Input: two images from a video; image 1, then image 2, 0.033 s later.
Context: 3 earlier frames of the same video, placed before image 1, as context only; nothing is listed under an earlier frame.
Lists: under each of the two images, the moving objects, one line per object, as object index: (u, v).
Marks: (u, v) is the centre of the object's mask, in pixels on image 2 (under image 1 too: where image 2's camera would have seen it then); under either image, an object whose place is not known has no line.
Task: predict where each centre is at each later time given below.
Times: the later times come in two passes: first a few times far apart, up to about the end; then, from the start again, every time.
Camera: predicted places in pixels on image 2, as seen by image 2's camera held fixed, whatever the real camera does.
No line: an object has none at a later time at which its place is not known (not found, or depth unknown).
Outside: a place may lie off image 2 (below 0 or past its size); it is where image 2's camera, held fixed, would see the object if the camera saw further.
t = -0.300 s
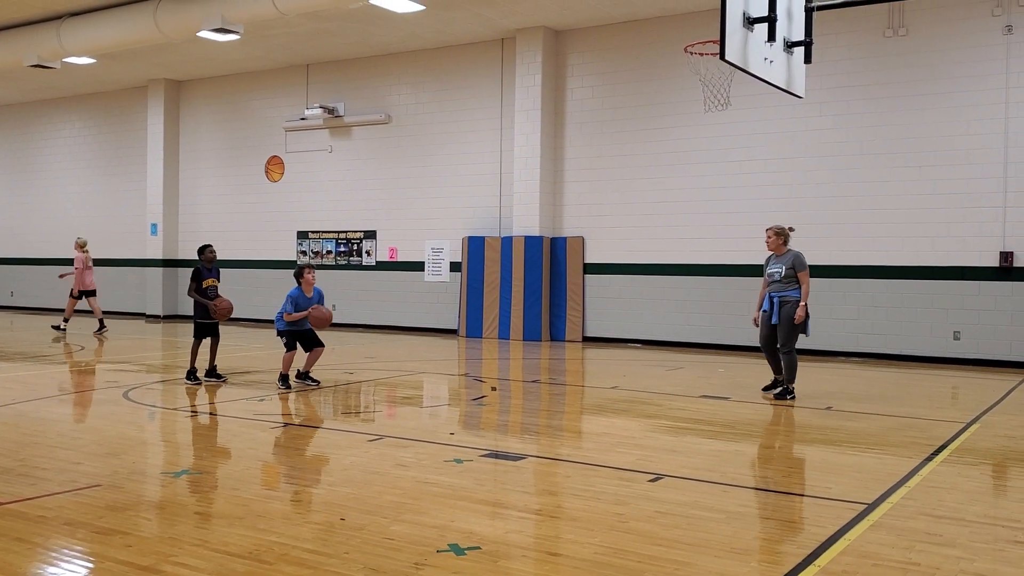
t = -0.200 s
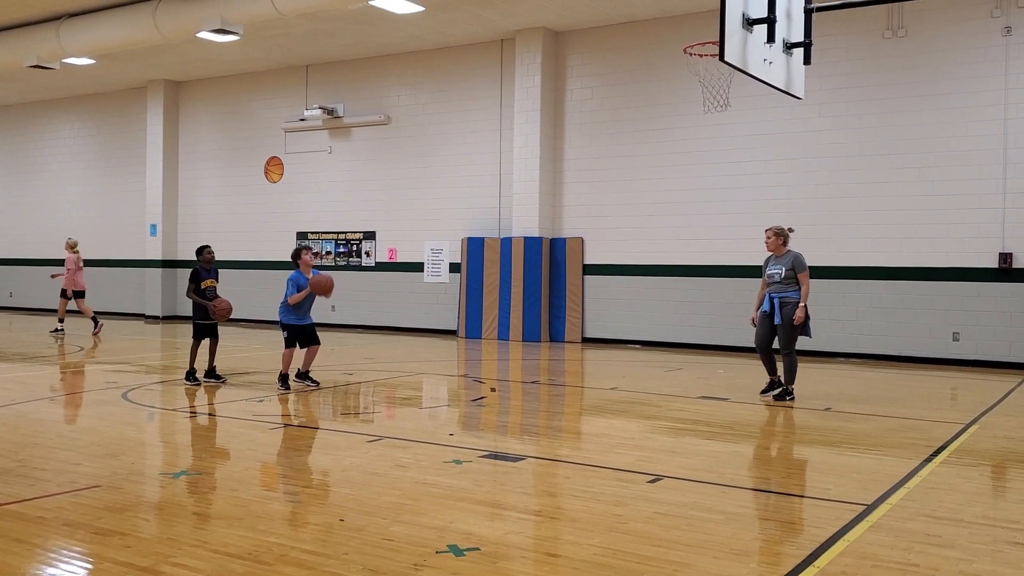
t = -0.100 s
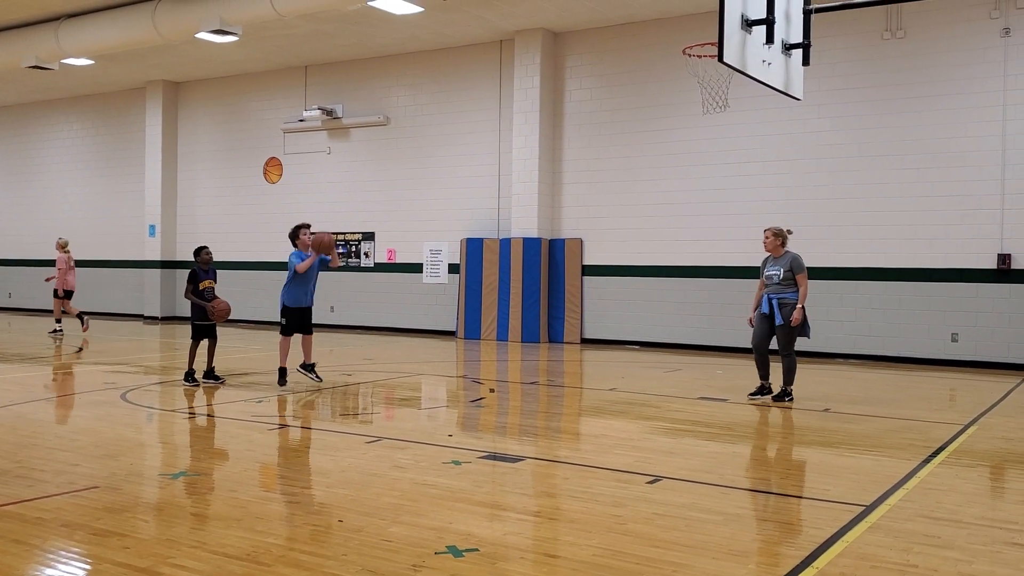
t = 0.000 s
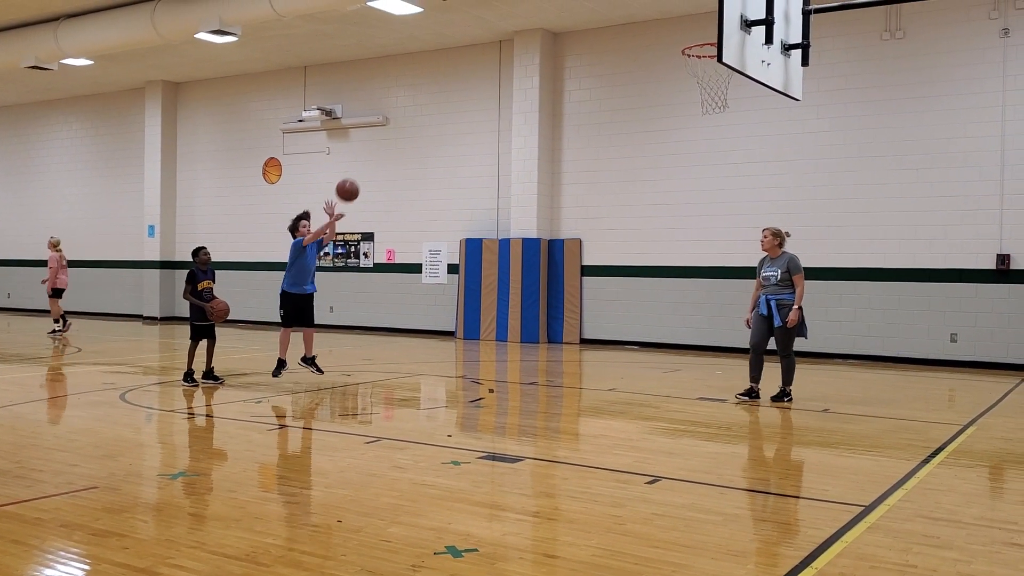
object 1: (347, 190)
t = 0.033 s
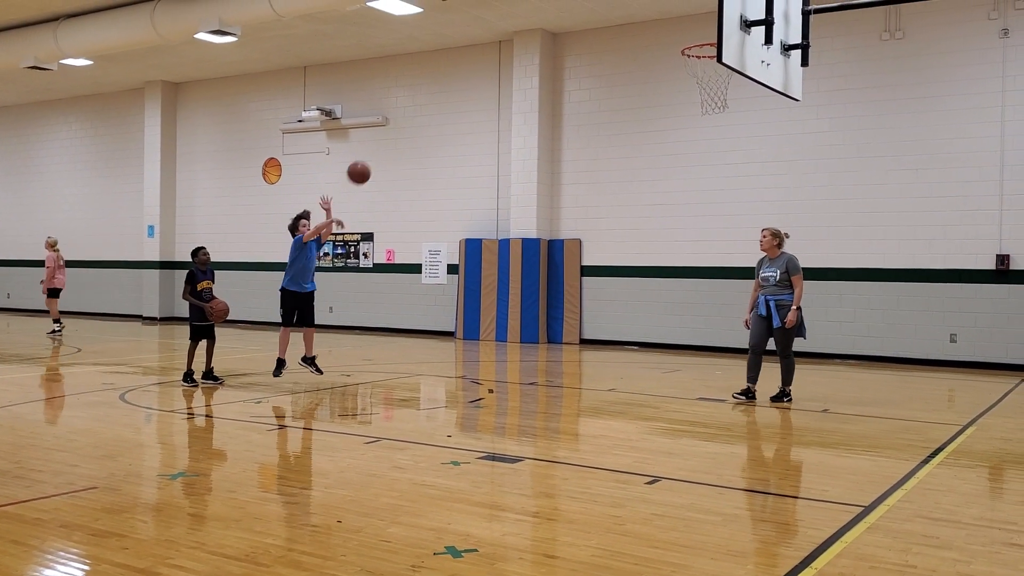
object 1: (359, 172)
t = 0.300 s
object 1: (456, 61)
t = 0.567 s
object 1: (561, 15)
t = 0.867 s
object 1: (692, 57)
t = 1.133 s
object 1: (767, 187)
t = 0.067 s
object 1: (370, 155)
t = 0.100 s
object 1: (382, 139)
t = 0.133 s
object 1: (394, 124)
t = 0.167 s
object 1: (406, 110)
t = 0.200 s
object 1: (418, 96)
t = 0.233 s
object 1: (431, 84)
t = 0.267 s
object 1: (443, 72)
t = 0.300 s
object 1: (456, 61)
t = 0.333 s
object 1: (468, 51)
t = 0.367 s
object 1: (481, 43)
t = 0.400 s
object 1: (494, 36)
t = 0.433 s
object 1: (507, 29)
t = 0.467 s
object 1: (521, 24)
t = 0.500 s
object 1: (534, 19)
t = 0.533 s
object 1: (548, 16)
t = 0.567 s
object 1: (561, 15)
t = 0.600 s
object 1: (575, 14)
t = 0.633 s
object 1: (589, 15)
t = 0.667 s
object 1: (604, 17)
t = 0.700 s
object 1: (618, 20)
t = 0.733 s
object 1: (632, 25)
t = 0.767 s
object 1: (647, 31)
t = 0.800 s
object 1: (662, 38)
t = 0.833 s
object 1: (676, 46)
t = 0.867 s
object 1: (692, 57)
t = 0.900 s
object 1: (706, 68)
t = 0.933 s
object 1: (715, 81)
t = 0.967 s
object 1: (724, 96)
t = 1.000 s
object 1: (734, 112)
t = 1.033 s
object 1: (742, 129)
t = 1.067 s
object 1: (750, 147)
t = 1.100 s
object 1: (759, 167)
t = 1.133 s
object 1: (767, 187)
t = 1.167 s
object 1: (776, 209)
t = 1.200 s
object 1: (785, 233)
